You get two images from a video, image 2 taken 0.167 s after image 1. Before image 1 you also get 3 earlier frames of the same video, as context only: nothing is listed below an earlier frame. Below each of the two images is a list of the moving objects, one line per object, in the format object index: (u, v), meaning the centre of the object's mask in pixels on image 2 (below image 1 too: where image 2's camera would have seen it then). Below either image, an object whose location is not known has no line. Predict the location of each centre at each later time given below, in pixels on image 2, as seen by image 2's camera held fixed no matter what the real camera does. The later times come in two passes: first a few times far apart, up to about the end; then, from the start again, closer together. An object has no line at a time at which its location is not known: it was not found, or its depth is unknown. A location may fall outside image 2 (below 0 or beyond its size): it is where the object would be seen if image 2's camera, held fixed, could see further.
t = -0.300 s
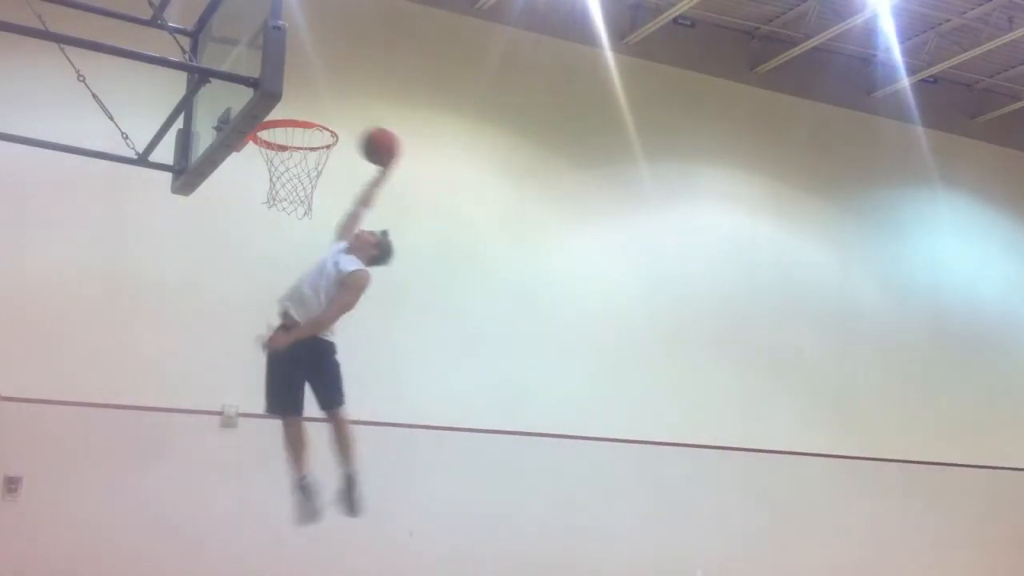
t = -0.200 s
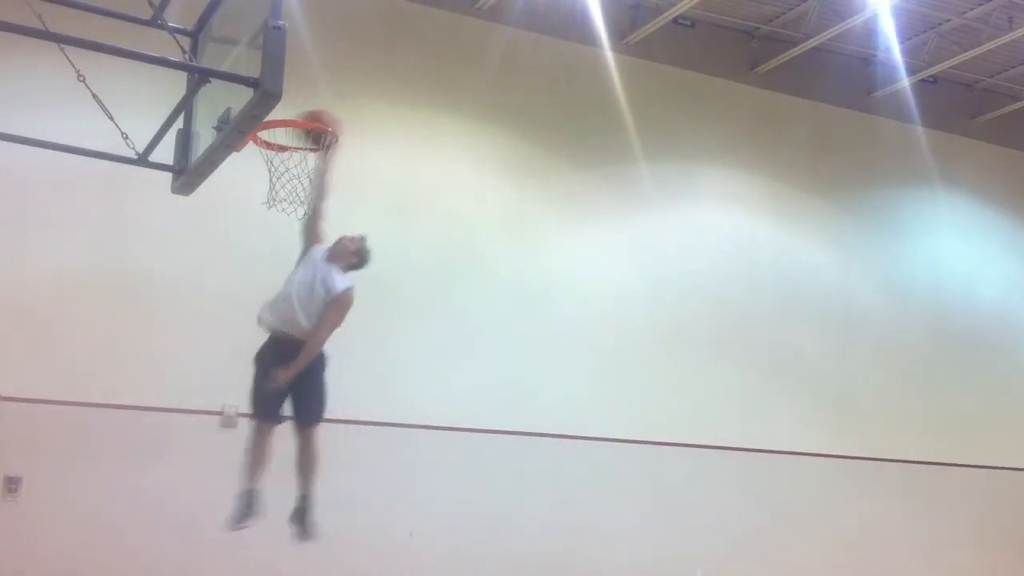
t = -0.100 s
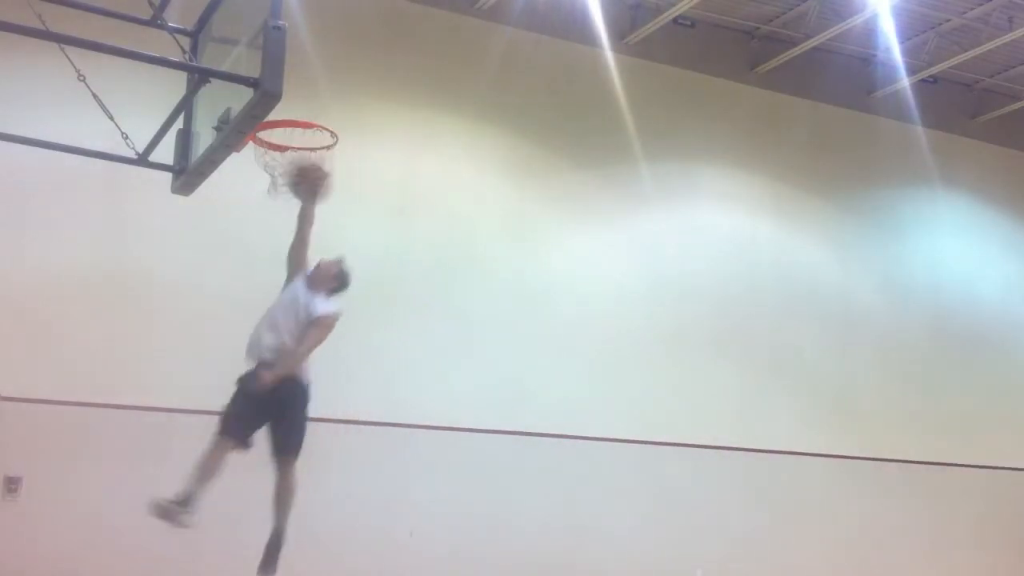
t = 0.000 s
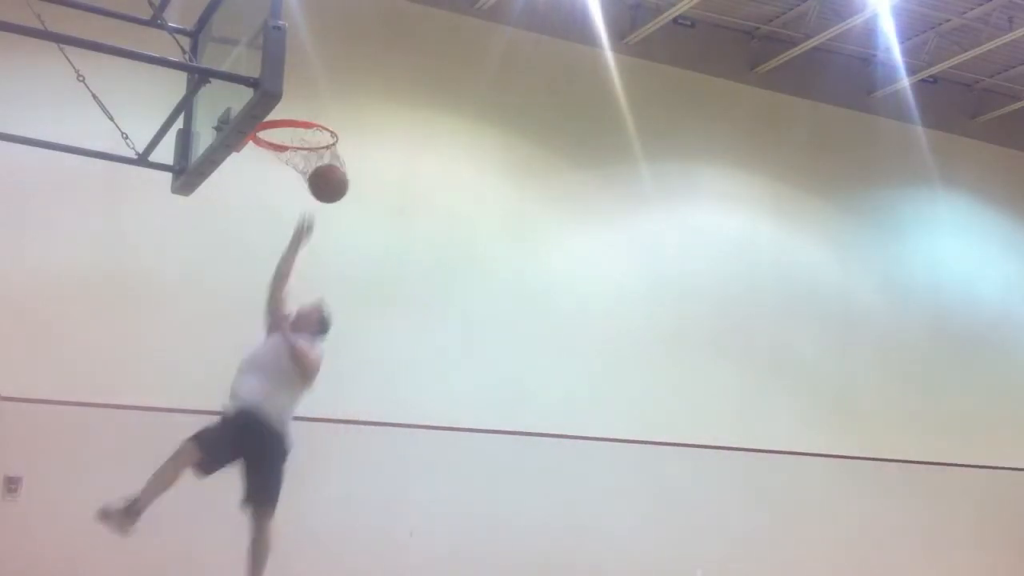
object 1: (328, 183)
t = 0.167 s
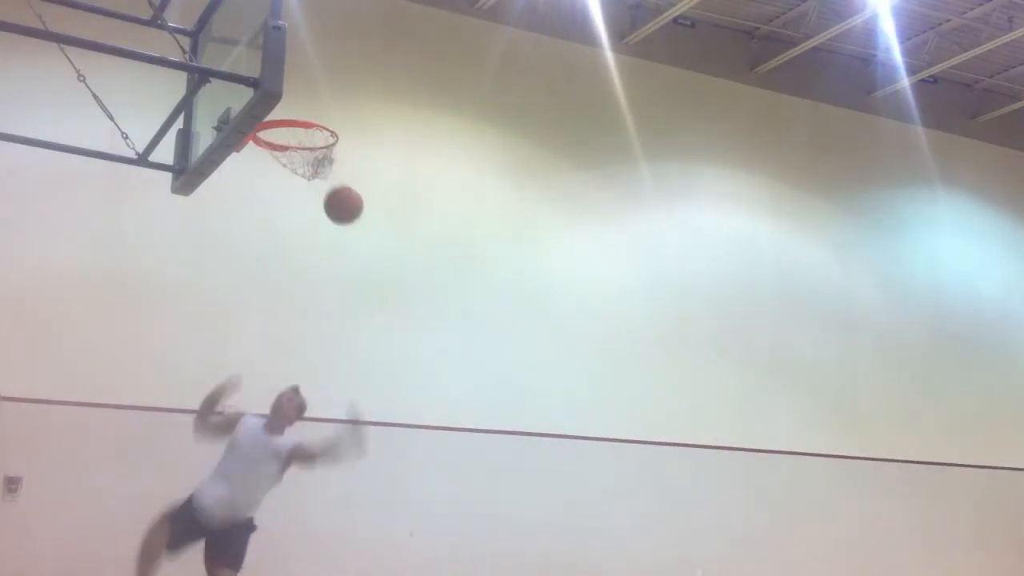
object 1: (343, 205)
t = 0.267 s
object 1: (351, 238)
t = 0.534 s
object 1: (368, 403)
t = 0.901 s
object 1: (374, 531)
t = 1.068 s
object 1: (366, 445)
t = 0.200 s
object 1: (346, 214)
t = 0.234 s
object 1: (348, 225)
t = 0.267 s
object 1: (351, 238)
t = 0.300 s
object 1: (354, 253)
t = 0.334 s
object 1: (356, 270)
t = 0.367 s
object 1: (358, 287)
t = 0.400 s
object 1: (360, 308)
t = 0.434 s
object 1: (362, 330)
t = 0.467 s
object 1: (364, 352)
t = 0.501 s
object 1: (366, 380)
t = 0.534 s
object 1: (368, 403)
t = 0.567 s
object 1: (370, 437)
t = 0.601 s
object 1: (372, 470)
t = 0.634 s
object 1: (374, 503)
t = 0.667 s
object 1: (375, 541)
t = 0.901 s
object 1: (374, 531)
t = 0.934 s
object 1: (372, 510)
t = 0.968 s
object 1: (371, 491)
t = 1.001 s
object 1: (369, 474)
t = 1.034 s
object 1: (367, 458)
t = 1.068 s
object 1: (366, 445)
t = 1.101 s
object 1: (364, 432)
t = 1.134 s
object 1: (362, 421)
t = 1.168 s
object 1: (360, 412)
